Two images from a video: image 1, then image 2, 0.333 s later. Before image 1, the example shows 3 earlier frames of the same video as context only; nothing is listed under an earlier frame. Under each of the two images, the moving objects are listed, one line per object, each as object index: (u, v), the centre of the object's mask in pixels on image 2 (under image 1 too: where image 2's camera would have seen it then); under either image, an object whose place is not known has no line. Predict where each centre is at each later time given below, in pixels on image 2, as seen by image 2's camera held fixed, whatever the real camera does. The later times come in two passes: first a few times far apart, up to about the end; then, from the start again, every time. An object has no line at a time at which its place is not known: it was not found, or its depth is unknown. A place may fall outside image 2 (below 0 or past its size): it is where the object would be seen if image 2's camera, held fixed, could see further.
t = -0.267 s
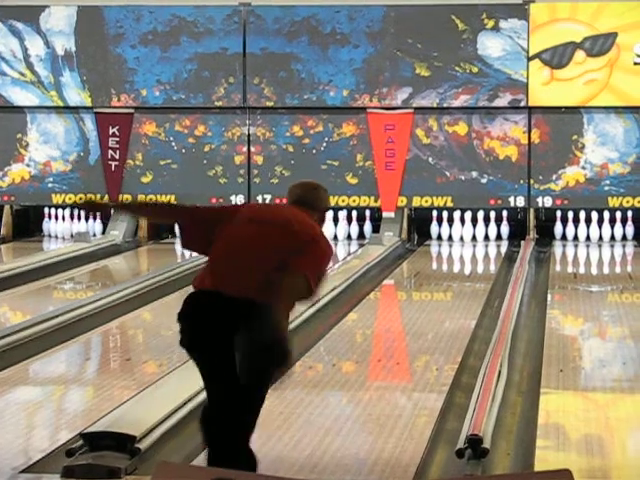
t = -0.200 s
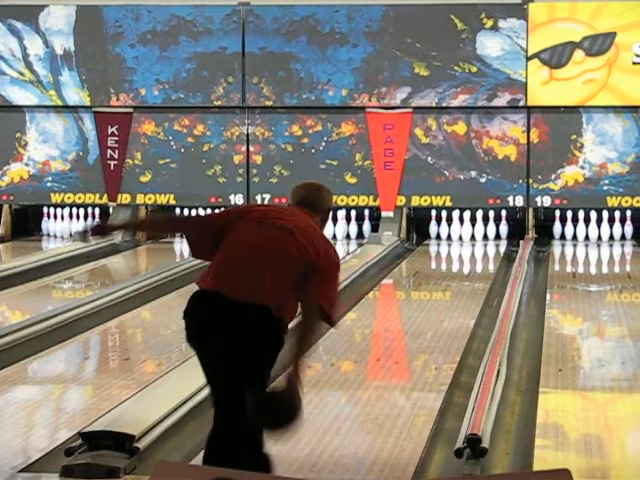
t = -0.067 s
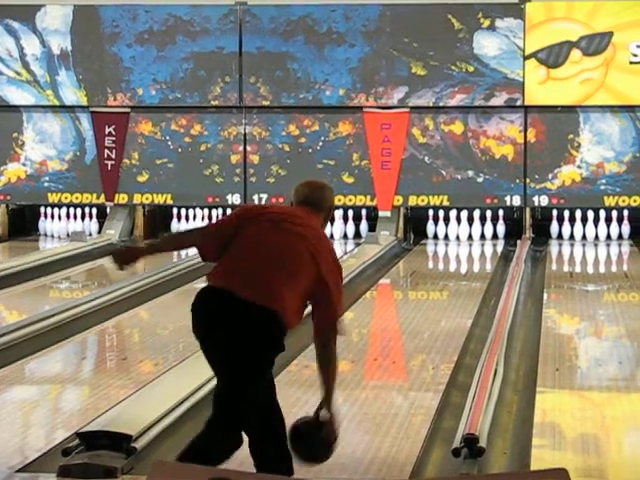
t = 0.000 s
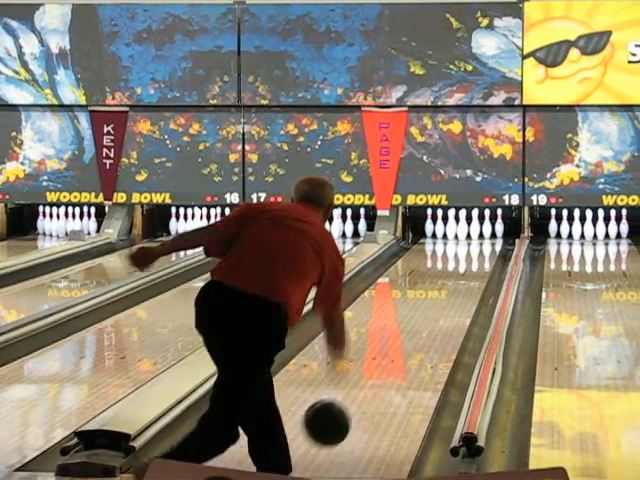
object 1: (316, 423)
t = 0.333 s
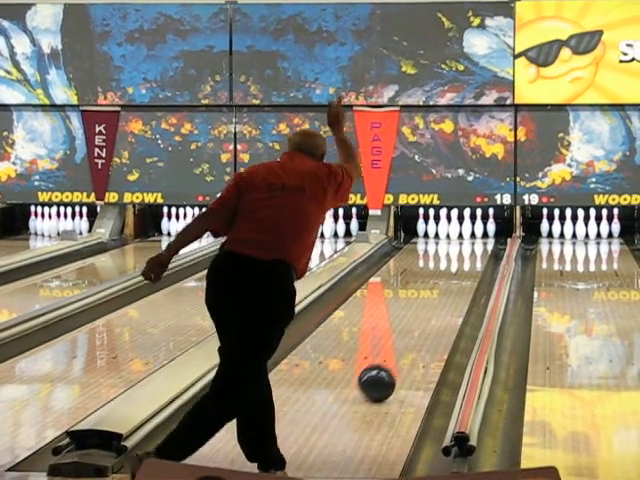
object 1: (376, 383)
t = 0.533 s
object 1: (401, 353)
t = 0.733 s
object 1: (420, 330)
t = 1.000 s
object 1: (439, 305)
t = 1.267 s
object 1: (454, 286)
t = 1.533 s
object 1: (464, 270)
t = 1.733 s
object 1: (468, 260)
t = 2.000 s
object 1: (470, 249)
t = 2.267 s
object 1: (467, 240)
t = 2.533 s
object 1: (459, 232)
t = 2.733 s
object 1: (456, 229)
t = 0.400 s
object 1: (385, 372)
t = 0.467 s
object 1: (393, 363)
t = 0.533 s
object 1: (401, 353)
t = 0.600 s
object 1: (407, 345)
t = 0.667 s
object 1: (414, 337)
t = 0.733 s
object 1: (420, 330)
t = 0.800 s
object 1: (425, 323)
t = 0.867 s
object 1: (430, 317)
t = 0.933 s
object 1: (435, 311)
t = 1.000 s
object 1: (439, 305)
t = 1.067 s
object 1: (443, 300)
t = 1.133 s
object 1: (447, 295)
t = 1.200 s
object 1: (450, 290)
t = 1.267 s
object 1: (454, 286)
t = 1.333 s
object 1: (456, 281)
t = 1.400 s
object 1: (459, 277)
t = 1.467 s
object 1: (462, 274)
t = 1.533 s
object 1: (464, 270)
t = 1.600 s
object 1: (465, 266)
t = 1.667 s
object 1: (467, 263)
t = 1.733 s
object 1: (468, 260)
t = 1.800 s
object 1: (469, 257)
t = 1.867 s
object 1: (470, 254)
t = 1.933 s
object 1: (470, 252)
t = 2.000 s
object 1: (470, 249)
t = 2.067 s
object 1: (470, 247)
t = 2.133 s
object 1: (469, 244)
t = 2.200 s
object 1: (468, 242)
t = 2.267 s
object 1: (467, 240)
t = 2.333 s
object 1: (466, 237)
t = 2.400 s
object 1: (465, 236)
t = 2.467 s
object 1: (462, 234)
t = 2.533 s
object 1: (459, 232)
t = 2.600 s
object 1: (459, 230)
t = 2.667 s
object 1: (458, 230)
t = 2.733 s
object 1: (456, 229)
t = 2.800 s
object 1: (453, 227)
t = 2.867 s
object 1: (452, 227)
